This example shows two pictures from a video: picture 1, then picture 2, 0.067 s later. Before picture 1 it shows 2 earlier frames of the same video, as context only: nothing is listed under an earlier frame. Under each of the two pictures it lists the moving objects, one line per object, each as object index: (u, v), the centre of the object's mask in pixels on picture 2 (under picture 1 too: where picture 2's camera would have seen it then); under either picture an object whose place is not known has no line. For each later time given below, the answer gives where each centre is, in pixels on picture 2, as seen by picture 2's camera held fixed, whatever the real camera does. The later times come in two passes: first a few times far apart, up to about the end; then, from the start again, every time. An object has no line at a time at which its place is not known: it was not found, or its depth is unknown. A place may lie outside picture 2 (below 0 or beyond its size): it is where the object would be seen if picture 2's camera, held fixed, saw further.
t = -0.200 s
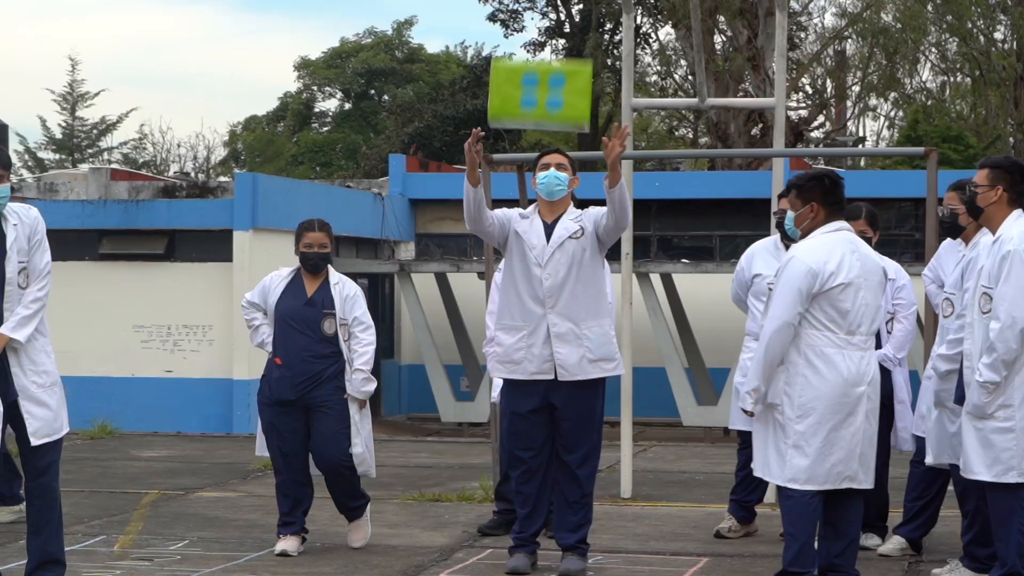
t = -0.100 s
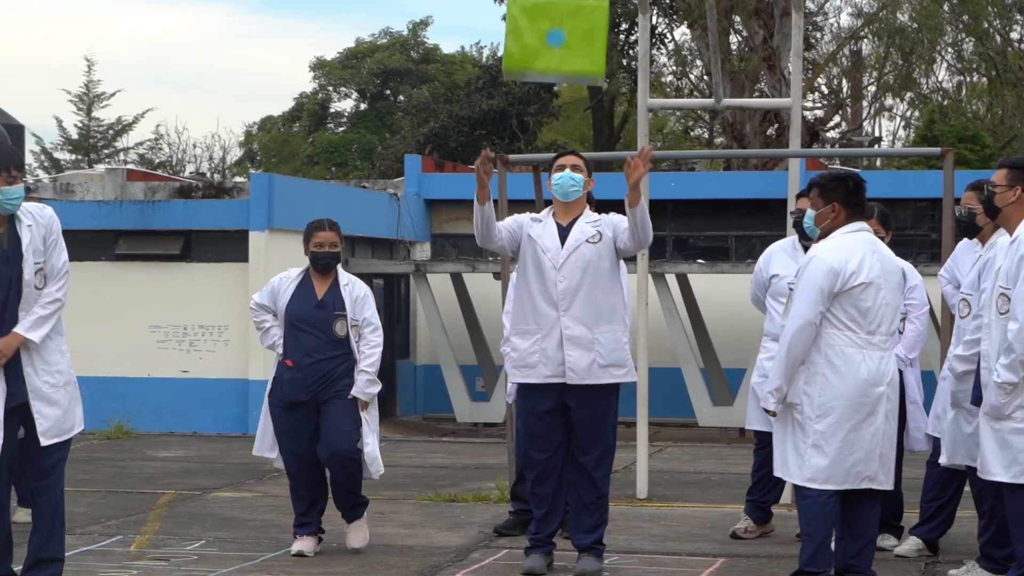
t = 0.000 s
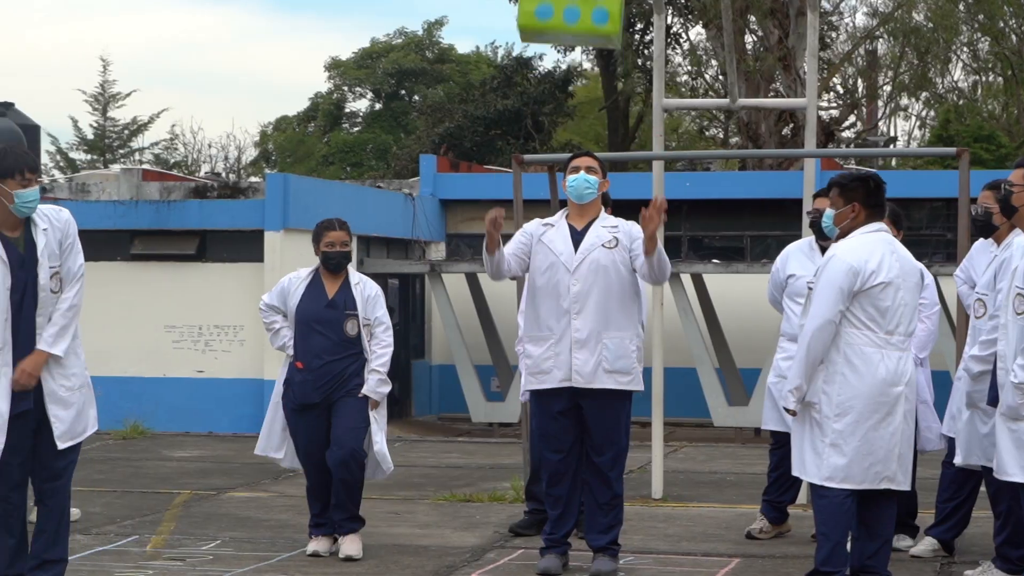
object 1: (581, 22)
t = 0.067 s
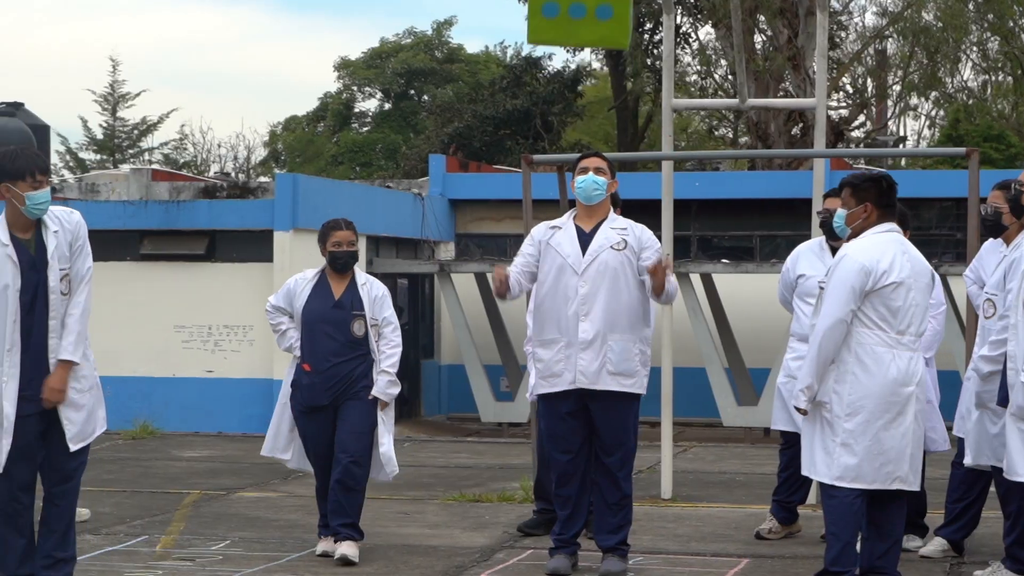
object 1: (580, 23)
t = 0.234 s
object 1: (581, 36)
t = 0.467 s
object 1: (585, 163)
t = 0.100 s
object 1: (581, 21)
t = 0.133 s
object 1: (580, 26)
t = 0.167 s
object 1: (580, 25)
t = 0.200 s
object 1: (580, 23)
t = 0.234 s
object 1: (581, 36)
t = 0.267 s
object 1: (581, 43)
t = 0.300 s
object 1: (583, 54)
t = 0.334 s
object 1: (583, 72)
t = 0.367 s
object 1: (583, 92)
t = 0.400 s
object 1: (583, 112)
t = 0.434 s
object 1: (584, 137)
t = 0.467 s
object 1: (585, 163)
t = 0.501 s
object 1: (586, 193)
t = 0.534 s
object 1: (586, 225)
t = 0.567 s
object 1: (587, 263)
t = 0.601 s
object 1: (587, 303)
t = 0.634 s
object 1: (587, 342)
